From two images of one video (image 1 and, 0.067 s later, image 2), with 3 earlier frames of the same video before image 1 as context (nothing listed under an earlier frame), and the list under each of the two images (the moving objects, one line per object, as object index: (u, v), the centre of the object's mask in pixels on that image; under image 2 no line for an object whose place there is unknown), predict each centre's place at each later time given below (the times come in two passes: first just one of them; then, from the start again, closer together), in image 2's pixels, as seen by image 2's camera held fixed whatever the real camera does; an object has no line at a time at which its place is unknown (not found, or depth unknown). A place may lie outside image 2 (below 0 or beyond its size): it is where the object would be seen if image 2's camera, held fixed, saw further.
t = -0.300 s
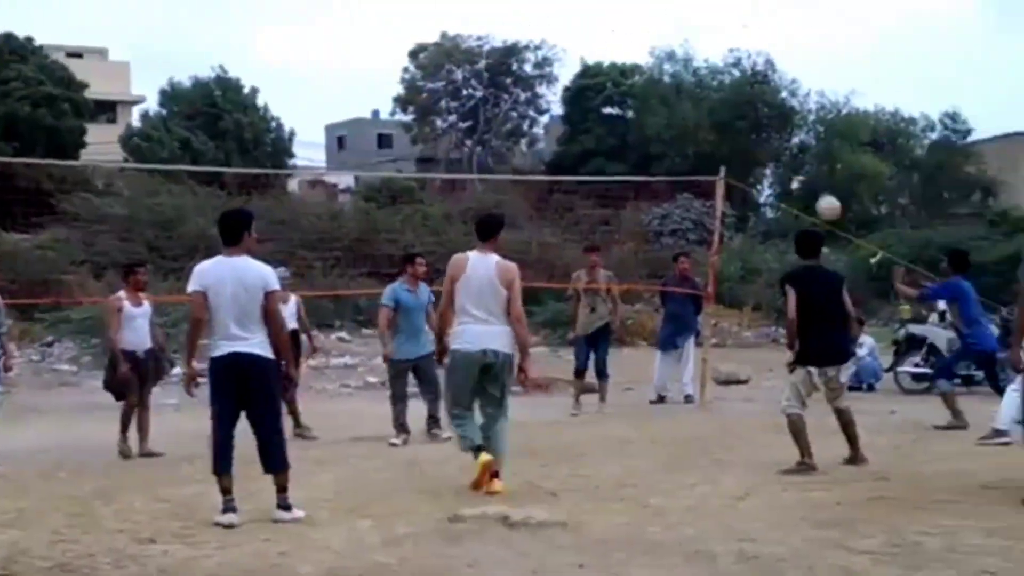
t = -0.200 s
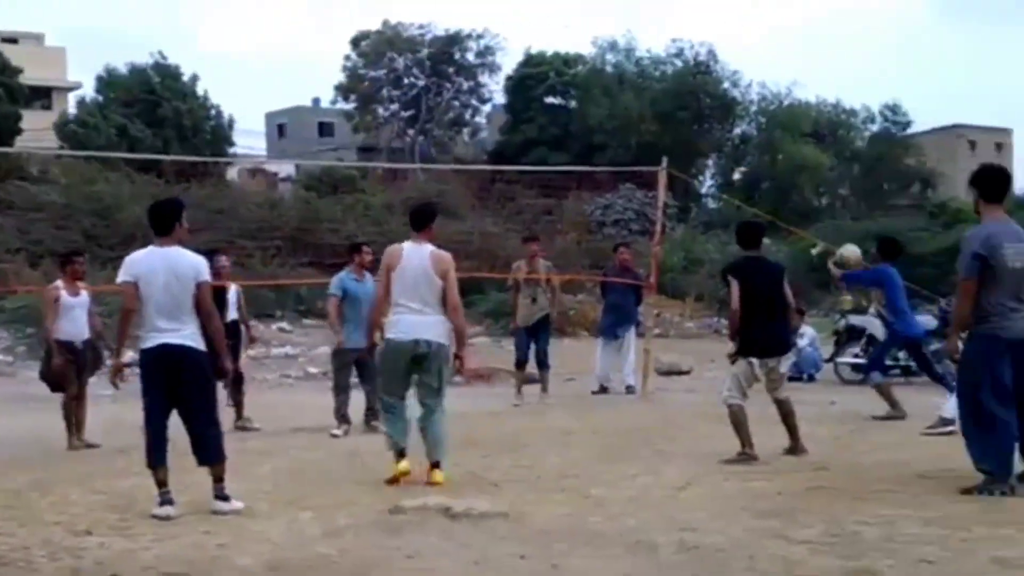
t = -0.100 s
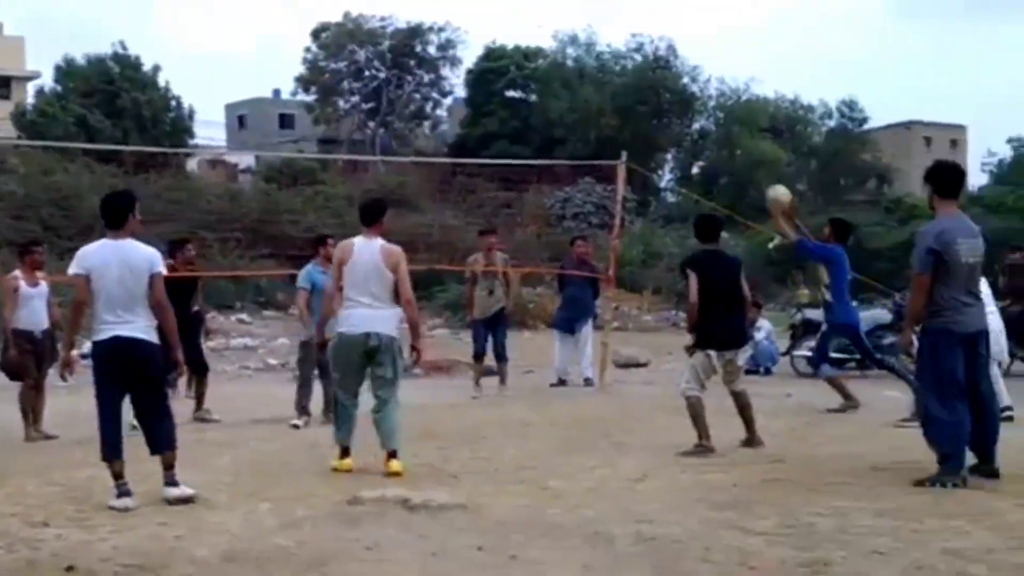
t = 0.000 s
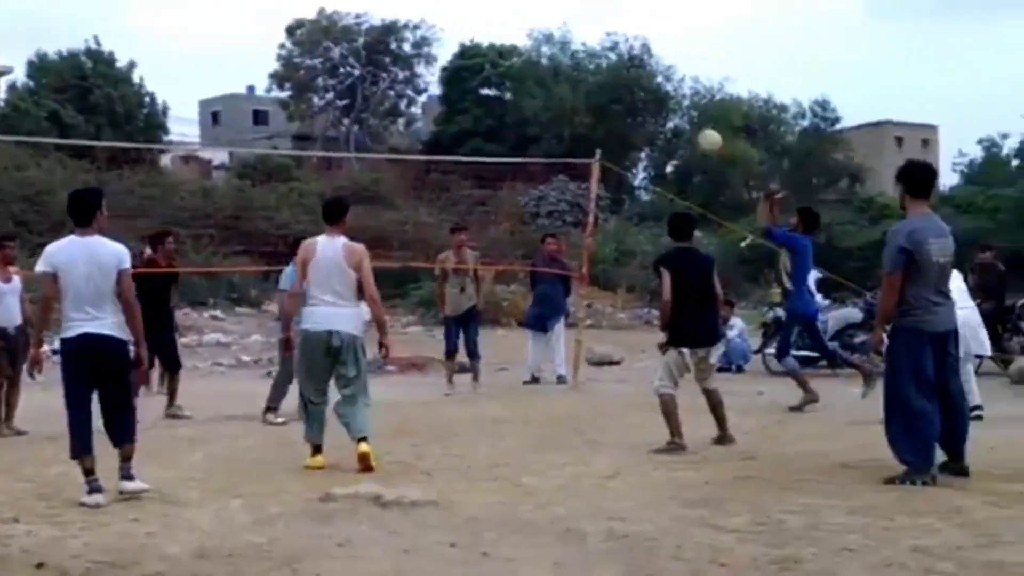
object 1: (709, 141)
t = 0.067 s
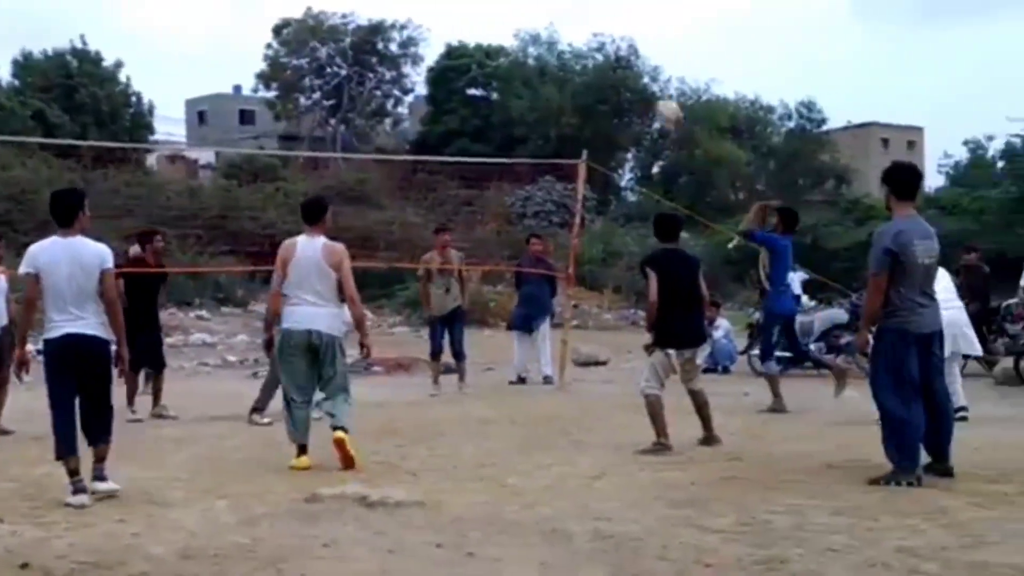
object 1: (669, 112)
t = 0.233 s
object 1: (600, 58)
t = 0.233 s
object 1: (600, 58)
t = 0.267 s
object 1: (587, 52)
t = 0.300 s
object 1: (574, 48)
